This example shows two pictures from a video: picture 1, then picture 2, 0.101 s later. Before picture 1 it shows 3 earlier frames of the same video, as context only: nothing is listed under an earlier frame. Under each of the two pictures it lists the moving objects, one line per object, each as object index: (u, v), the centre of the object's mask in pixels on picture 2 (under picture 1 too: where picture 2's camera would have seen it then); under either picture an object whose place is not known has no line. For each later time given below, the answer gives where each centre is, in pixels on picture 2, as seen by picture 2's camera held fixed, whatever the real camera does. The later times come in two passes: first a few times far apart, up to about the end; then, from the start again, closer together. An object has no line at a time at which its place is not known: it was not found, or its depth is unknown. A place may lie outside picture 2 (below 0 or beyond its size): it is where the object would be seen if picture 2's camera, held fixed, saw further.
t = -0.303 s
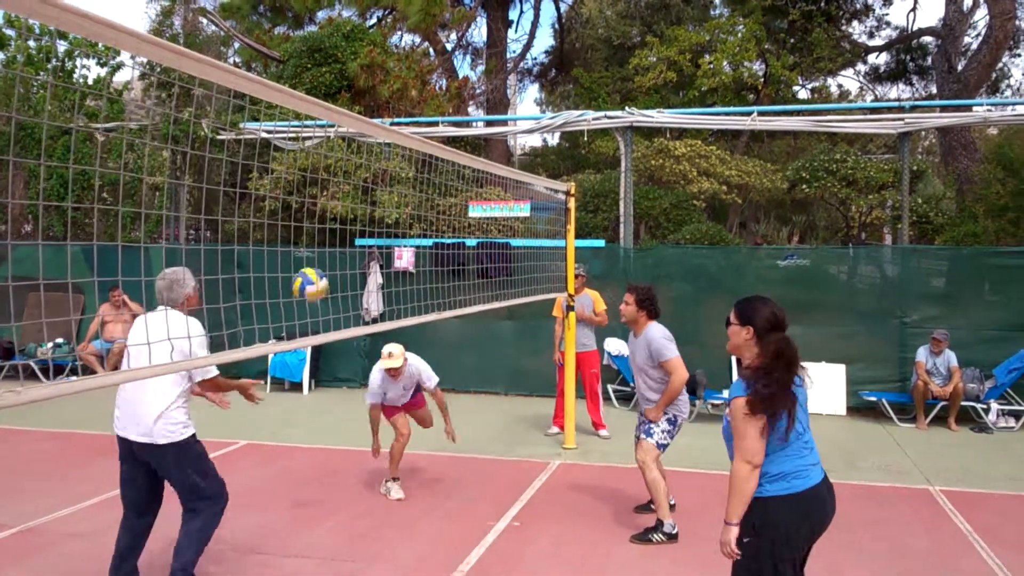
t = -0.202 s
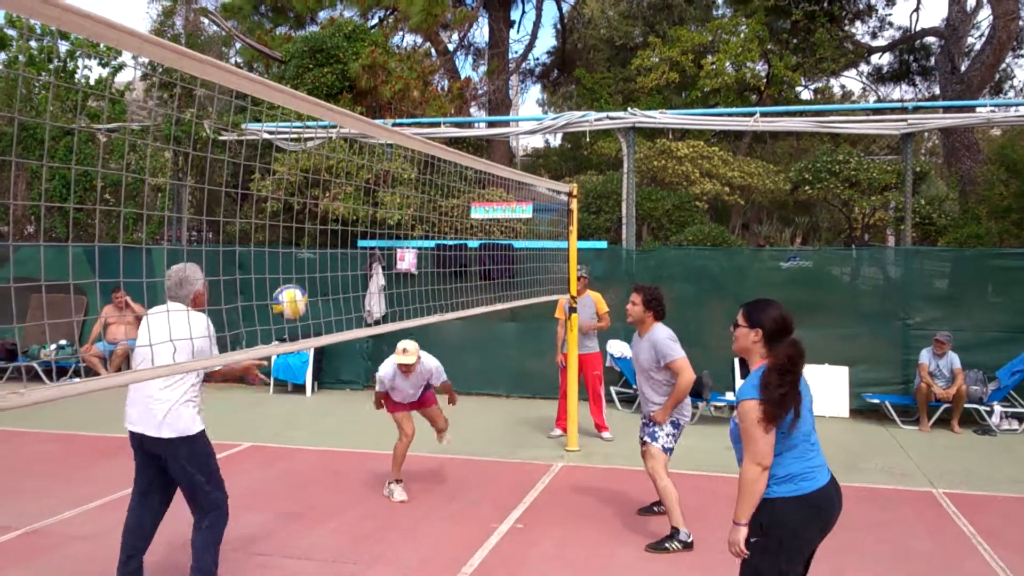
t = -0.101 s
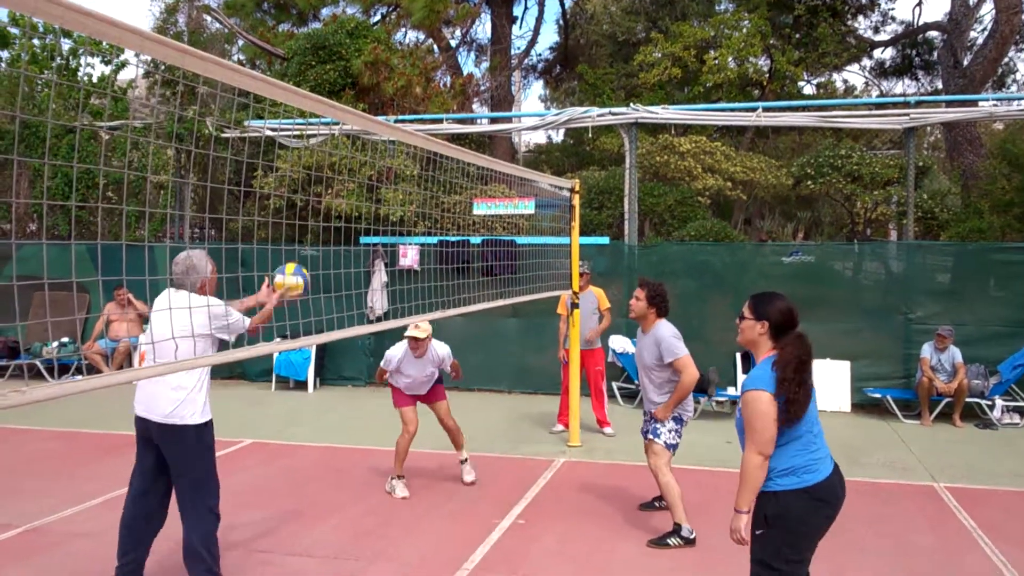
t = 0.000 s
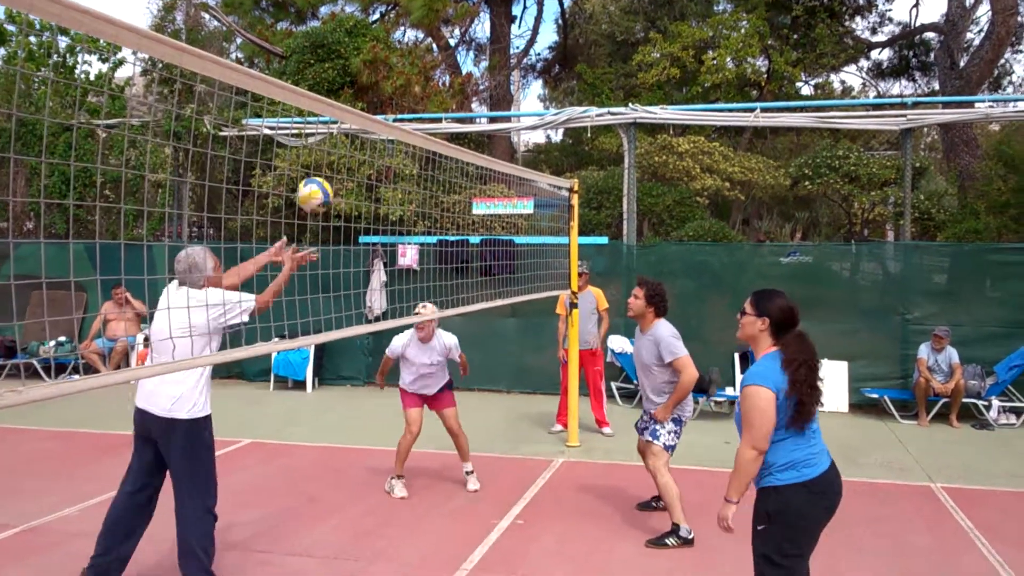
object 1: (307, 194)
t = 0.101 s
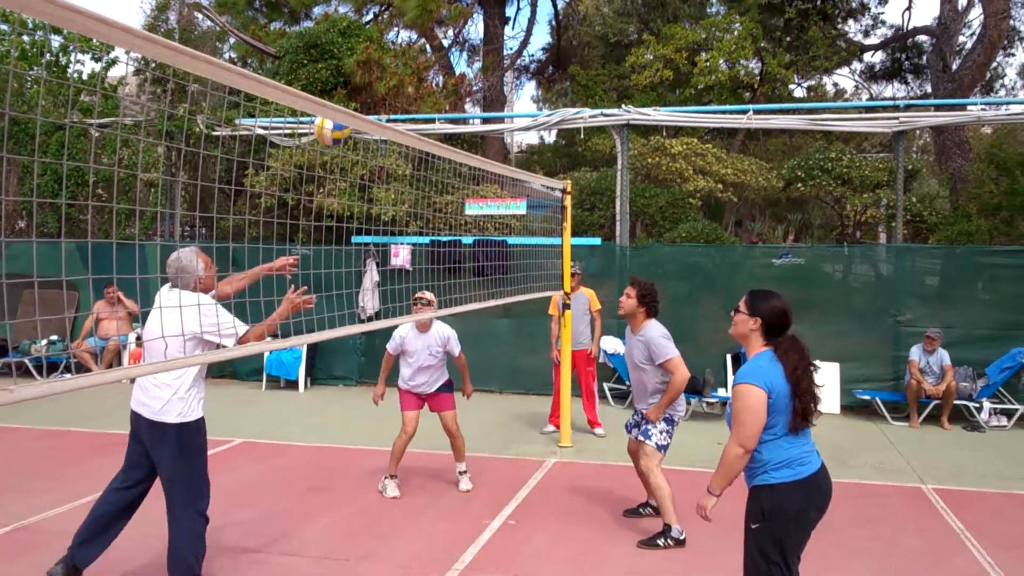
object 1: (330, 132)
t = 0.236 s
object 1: (361, 65)
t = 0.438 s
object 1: (404, 29)
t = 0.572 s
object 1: (432, 43)
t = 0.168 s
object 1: (347, 91)
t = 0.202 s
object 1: (354, 78)
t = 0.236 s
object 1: (361, 65)
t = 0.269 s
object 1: (368, 53)
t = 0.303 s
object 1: (376, 44)
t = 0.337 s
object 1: (383, 37)
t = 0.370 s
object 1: (391, 32)
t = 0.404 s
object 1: (397, 30)
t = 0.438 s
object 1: (404, 29)
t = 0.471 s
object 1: (411, 30)
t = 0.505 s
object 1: (418, 32)
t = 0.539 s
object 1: (424, 36)
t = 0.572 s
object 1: (432, 43)
